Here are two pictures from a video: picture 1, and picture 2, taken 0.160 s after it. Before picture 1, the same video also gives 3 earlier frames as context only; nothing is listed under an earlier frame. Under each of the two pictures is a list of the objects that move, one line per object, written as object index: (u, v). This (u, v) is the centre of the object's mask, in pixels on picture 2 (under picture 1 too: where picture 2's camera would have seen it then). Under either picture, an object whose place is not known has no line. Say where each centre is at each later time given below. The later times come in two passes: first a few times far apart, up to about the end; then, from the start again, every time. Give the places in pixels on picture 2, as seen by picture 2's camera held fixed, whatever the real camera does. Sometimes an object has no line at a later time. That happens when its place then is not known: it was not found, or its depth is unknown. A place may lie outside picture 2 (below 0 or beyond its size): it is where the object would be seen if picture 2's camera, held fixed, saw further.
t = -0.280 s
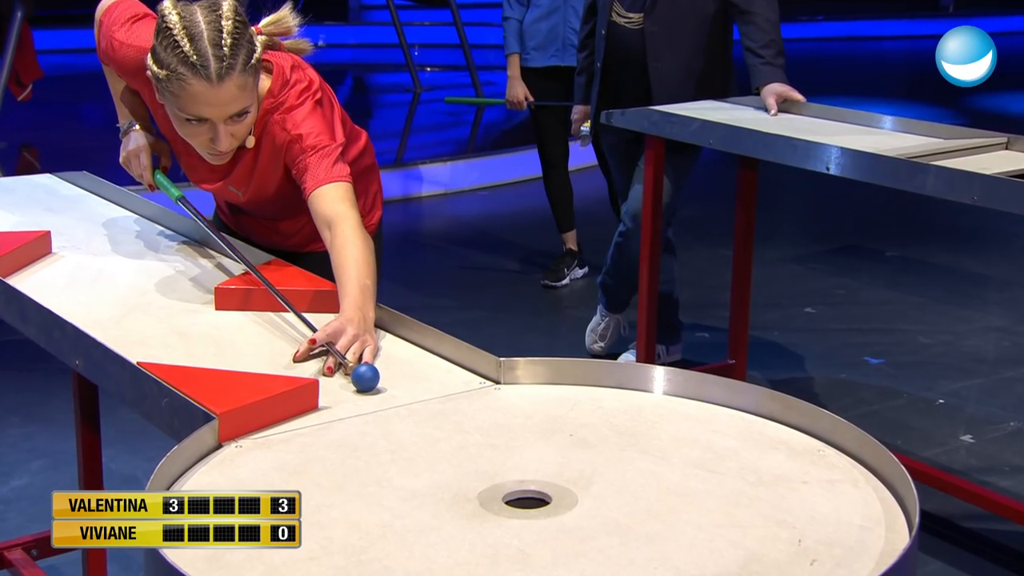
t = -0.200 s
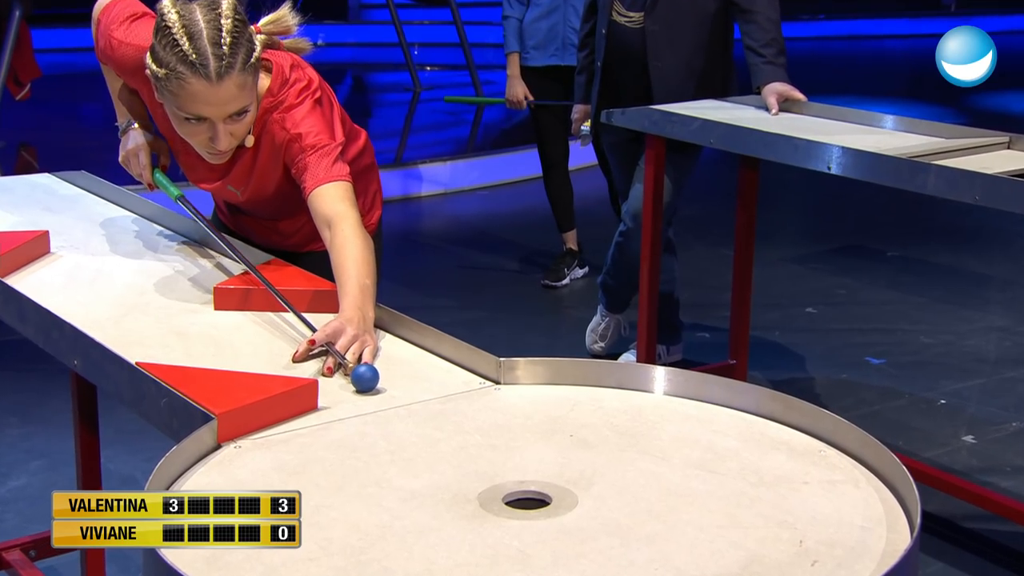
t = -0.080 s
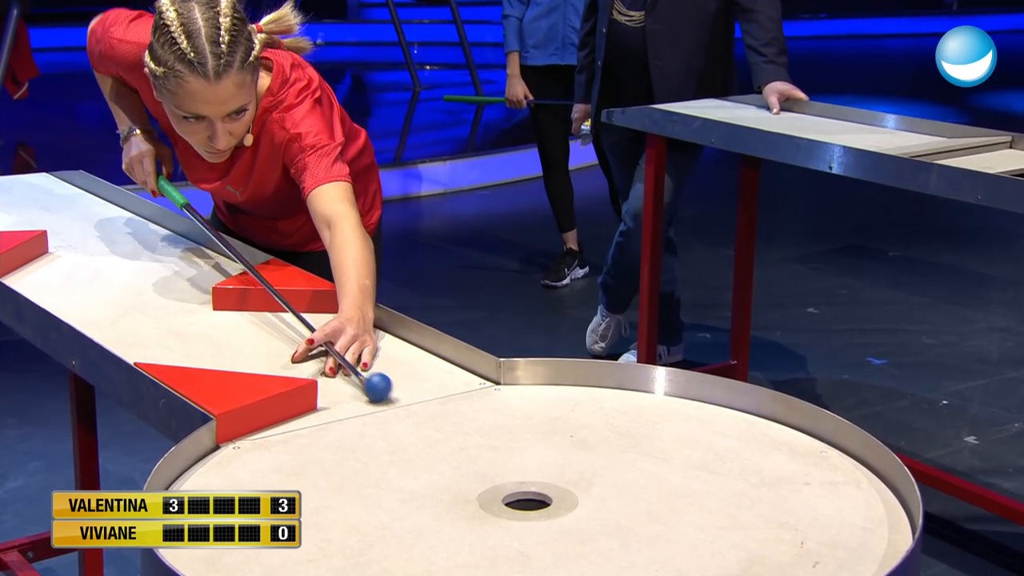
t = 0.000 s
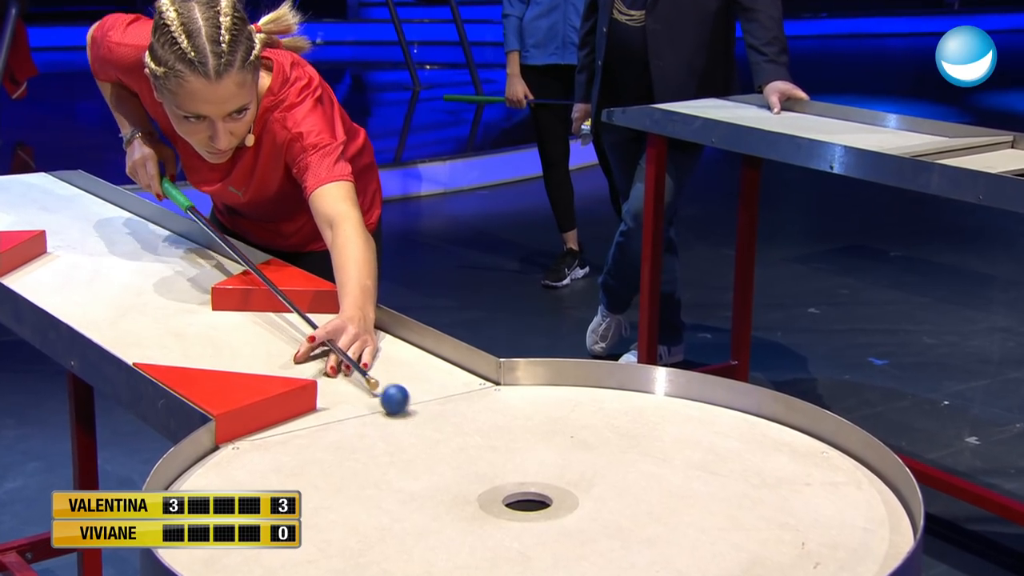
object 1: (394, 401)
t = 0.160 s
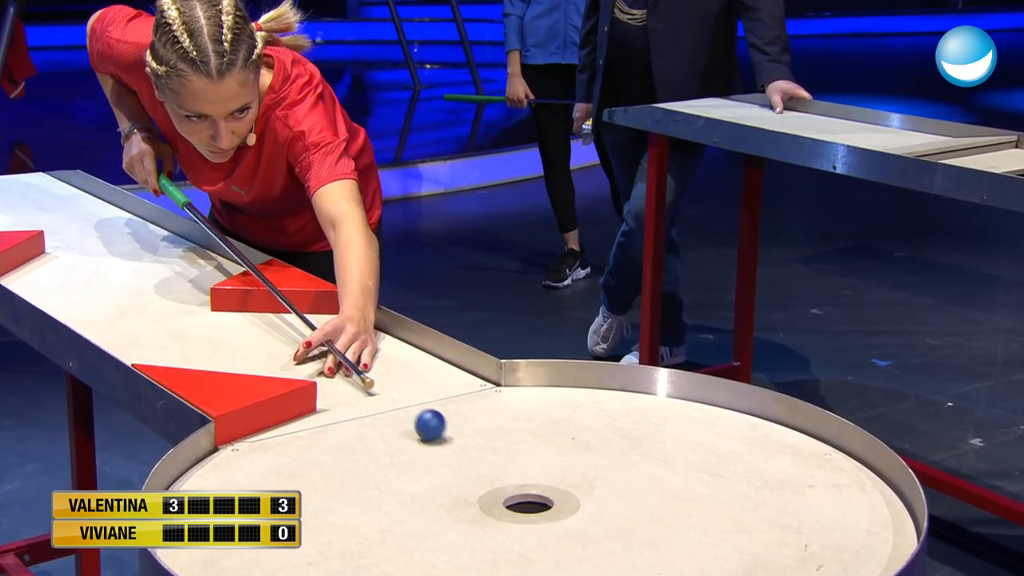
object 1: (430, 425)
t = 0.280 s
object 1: (457, 444)
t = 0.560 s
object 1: (529, 496)
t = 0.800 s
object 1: (626, 485)
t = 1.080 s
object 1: (731, 481)
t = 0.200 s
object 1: (439, 432)
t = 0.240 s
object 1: (448, 438)
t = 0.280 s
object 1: (457, 444)
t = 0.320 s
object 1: (466, 451)
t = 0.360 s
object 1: (476, 457)
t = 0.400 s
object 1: (485, 464)
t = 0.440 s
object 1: (495, 471)
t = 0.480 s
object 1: (505, 478)
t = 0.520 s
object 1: (514, 488)
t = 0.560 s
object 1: (529, 496)
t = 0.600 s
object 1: (547, 489)
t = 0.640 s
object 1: (564, 488)
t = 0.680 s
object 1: (580, 487)
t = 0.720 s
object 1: (595, 487)
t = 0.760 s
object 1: (611, 486)
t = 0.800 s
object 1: (626, 485)
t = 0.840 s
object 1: (641, 484)
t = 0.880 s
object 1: (657, 484)
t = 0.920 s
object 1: (672, 483)
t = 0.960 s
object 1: (687, 483)
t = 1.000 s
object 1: (701, 482)
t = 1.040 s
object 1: (716, 481)
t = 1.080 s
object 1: (731, 481)
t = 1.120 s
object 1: (745, 480)
